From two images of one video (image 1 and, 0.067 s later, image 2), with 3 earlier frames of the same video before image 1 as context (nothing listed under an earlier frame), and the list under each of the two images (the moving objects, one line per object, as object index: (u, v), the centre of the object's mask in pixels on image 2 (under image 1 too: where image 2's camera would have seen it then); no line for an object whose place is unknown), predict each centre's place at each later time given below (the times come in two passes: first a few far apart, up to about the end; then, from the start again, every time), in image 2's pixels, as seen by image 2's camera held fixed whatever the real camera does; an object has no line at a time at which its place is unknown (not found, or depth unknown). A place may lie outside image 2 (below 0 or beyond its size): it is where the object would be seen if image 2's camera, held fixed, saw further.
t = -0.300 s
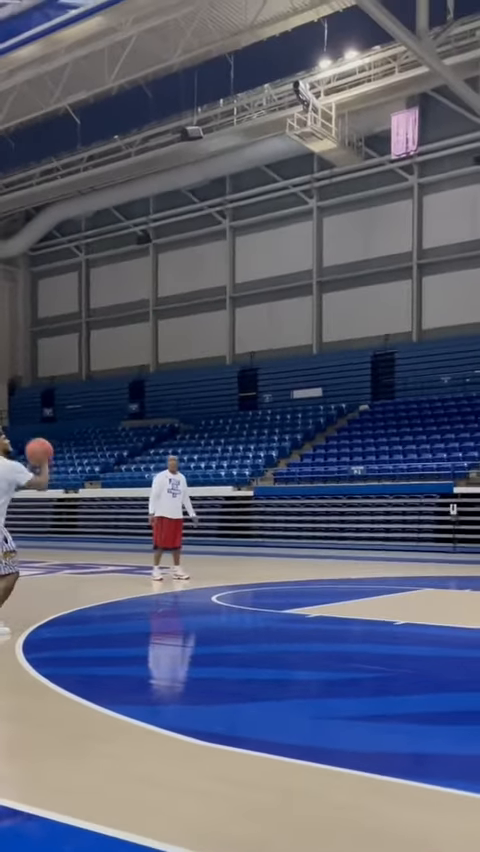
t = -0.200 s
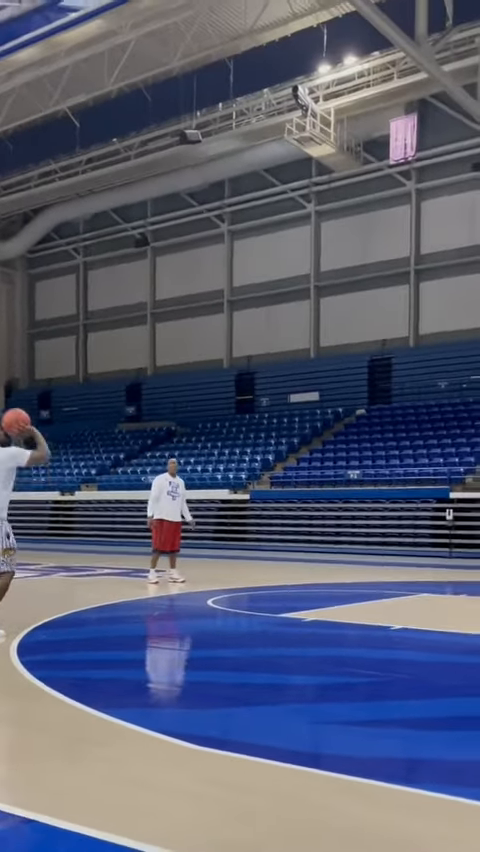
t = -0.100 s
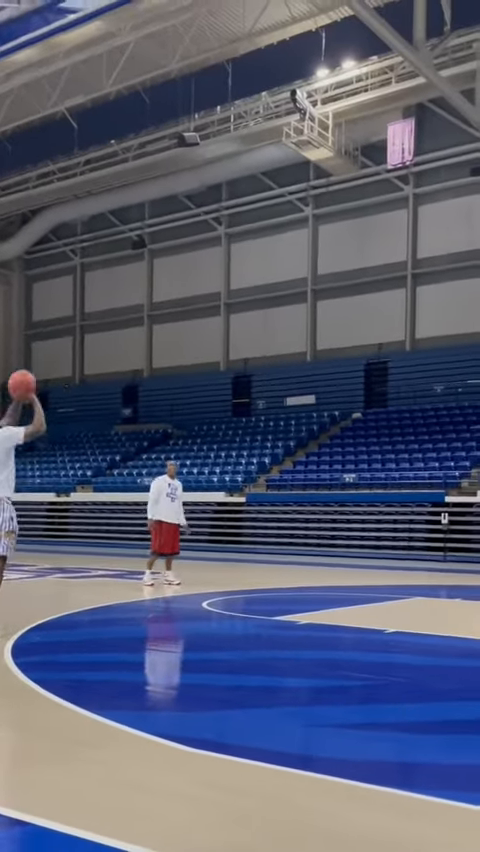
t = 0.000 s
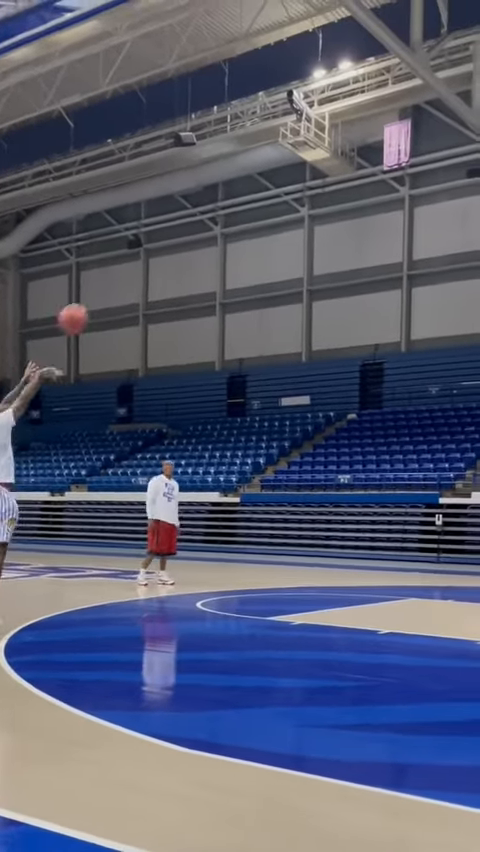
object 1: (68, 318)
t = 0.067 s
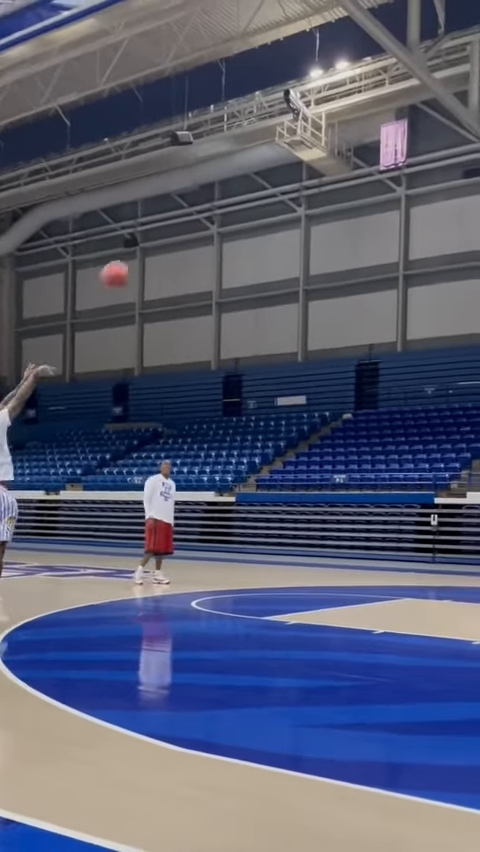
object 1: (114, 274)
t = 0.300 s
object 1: (268, 171)
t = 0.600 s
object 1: (449, 127)
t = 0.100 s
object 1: (138, 256)
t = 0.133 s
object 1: (160, 239)
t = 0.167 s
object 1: (182, 222)
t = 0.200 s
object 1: (204, 209)
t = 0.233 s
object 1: (225, 194)
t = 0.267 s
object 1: (247, 181)
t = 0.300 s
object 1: (268, 171)
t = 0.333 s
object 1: (288, 163)
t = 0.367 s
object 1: (310, 154)
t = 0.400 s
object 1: (332, 144)
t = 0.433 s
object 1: (351, 140)
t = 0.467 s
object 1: (370, 135)
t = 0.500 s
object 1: (391, 130)
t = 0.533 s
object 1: (411, 128)
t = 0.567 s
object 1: (430, 126)
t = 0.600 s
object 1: (449, 127)
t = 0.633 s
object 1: (469, 127)
